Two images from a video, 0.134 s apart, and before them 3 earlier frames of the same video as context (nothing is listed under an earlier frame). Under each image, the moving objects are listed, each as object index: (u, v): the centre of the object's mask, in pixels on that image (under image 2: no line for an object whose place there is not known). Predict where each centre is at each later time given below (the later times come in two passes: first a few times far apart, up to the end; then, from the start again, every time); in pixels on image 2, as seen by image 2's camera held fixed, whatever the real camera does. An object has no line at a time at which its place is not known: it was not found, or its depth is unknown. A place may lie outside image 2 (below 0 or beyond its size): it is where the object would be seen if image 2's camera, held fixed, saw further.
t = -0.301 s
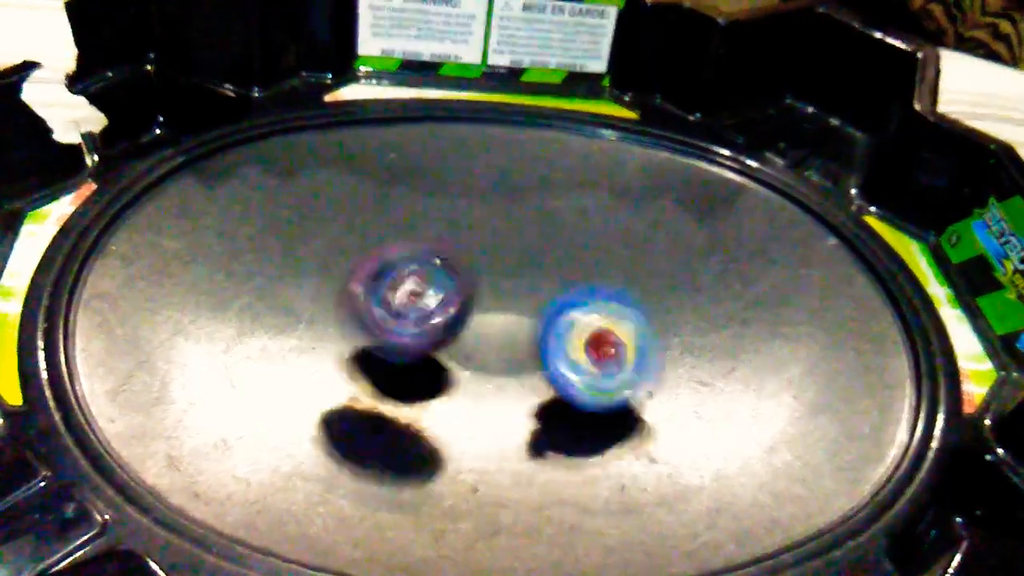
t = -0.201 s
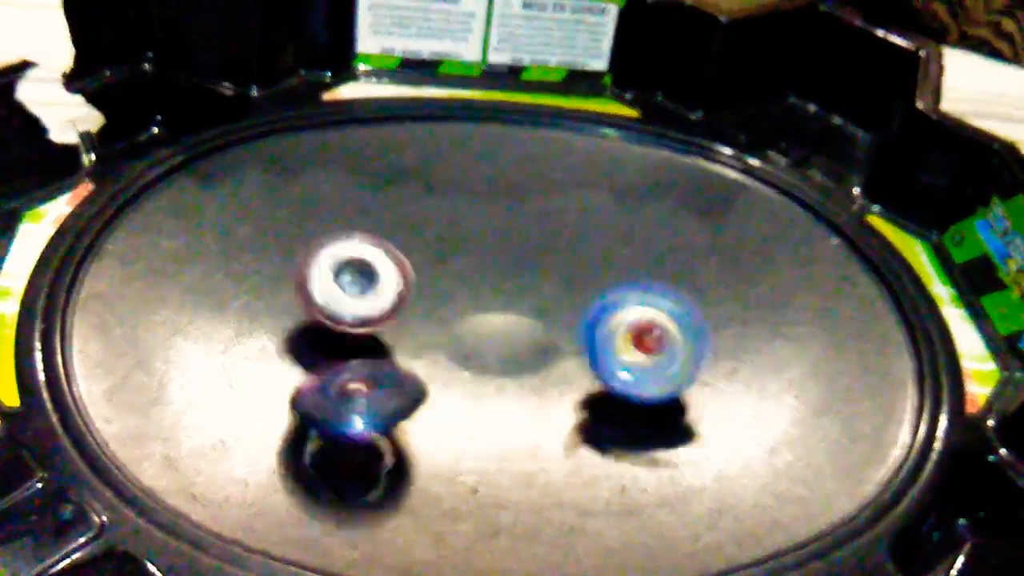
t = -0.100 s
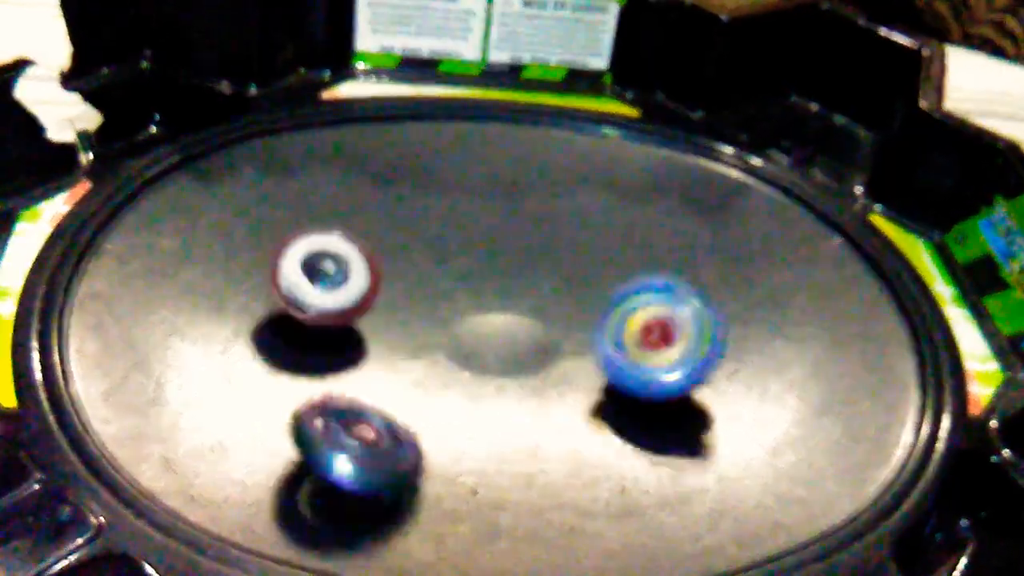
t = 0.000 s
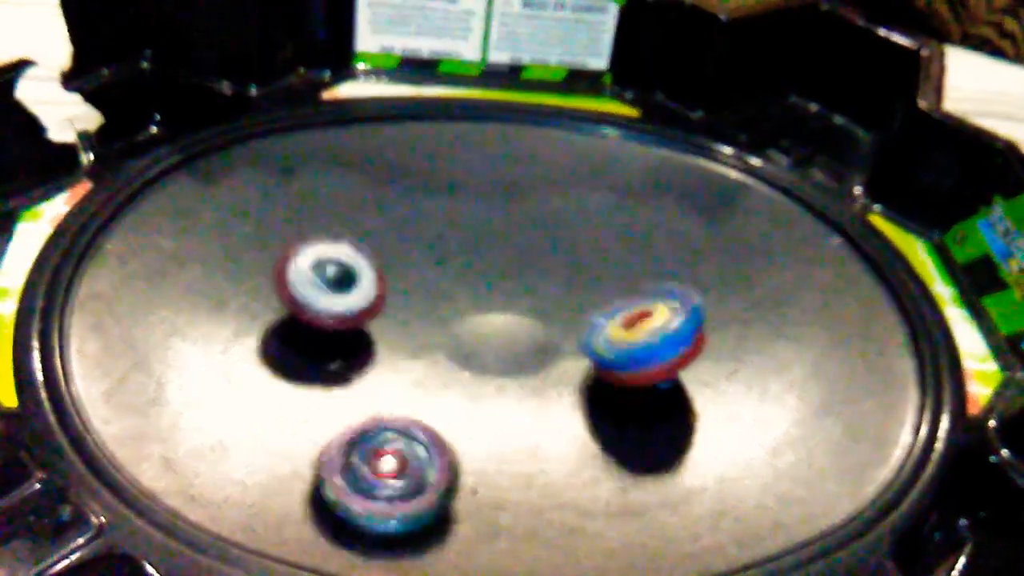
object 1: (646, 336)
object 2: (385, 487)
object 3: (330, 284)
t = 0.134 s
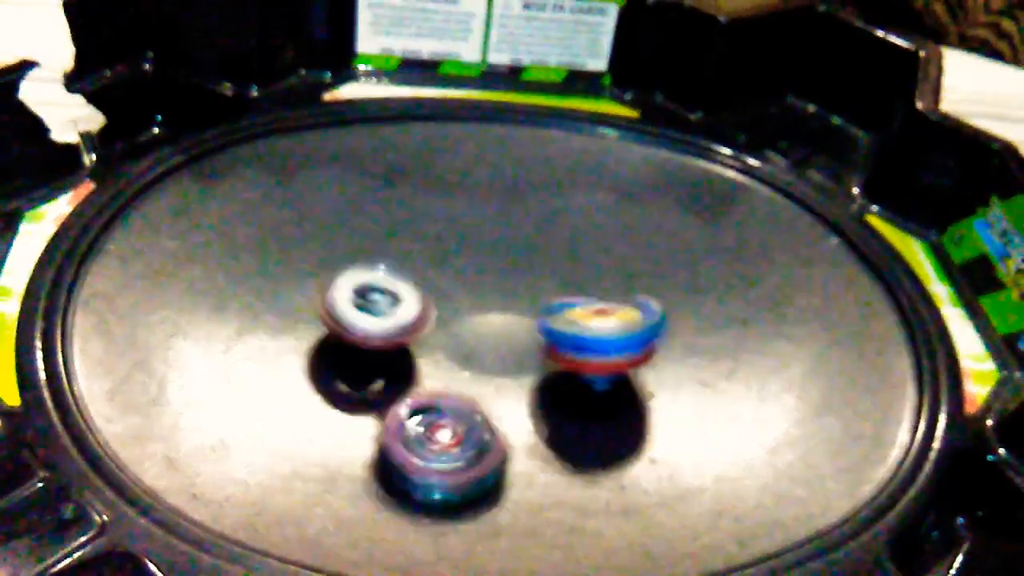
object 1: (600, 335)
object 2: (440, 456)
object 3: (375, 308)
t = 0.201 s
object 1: (562, 339)
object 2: (469, 428)
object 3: (401, 327)
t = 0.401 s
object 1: (553, 298)
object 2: (587, 480)
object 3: (335, 360)
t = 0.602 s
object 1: (543, 308)
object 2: (597, 458)
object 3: (351, 357)
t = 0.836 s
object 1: (524, 336)
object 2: (586, 448)
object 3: (409, 351)
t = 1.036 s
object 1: (526, 324)
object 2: (585, 449)
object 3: (412, 347)
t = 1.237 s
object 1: (530, 330)
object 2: (586, 449)
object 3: (427, 354)
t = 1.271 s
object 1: (529, 329)
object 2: (585, 449)
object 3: (425, 358)
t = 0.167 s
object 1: (580, 339)
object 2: (455, 444)
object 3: (390, 318)
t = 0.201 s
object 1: (562, 339)
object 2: (469, 428)
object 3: (401, 327)
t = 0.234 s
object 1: (539, 333)
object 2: (496, 429)
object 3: (410, 331)
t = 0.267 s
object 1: (538, 322)
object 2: (516, 447)
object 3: (407, 337)
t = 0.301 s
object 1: (547, 311)
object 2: (536, 461)
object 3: (381, 346)
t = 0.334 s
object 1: (553, 308)
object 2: (557, 473)
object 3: (361, 353)
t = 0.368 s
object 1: (553, 303)
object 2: (573, 479)
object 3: (346, 354)
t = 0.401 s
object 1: (553, 298)
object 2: (587, 480)
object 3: (335, 360)
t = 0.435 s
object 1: (553, 295)
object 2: (596, 478)
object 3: (327, 362)
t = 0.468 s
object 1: (552, 295)
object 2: (602, 475)
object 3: (325, 362)
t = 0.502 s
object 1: (551, 297)
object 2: (604, 470)
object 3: (326, 361)
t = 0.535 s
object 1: (548, 300)
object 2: (603, 466)
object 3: (332, 360)
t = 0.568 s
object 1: (545, 303)
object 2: (601, 461)
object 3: (340, 358)
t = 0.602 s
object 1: (543, 308)
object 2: (597, 458)
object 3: (351, 357)
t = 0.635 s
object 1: (537, 315)
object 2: (594, 456)
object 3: (365, 355)
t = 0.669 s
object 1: (533, 319)
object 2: (592, 453)
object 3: (379, 353)
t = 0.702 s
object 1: (528, 324)
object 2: (589, 451)
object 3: (393, 351)
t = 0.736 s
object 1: (520, 329)
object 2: (587, 449)
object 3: (404, 349)
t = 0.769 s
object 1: (520, 332)
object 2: (586, 448)
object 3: (405, 351)
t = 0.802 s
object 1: (524, 333)
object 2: (585, 448)
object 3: (406, 350)
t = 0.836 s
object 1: (524, 336)
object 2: (586, 448)
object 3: (409, 351)
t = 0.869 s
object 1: (525, 336)
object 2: (586, 449)
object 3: (409, 352)
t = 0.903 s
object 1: (528, 334)
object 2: (586, 449)
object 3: (406, 351)
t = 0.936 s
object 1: (528, 331)
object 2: (585, 449)
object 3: (407, 348)
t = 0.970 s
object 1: (528, 328)
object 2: (586, 449)
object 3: (406, 347)
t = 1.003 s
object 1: (527, 325)
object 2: (585, 449)
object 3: (407, 349)
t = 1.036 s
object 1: (526, 324)
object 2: (585, 449)
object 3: (412, 347)
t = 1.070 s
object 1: (525, 323)
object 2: (585, 449)
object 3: (417, 346)
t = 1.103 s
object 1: (526, 324)
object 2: (585, 449)
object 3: (422, 346)
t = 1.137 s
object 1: (527, 326)
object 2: (586, 449)
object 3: (423, 346)
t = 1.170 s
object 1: (528, 328)
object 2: (586, 449)
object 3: (428, 348)
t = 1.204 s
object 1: (529, 330)
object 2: (586, 449)
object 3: (430, 352)
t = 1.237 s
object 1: (530, 330)
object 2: (586, 449)
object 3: (427, 354)
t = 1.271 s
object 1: (529, 329)
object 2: (585, 449)
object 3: (425, 358)
